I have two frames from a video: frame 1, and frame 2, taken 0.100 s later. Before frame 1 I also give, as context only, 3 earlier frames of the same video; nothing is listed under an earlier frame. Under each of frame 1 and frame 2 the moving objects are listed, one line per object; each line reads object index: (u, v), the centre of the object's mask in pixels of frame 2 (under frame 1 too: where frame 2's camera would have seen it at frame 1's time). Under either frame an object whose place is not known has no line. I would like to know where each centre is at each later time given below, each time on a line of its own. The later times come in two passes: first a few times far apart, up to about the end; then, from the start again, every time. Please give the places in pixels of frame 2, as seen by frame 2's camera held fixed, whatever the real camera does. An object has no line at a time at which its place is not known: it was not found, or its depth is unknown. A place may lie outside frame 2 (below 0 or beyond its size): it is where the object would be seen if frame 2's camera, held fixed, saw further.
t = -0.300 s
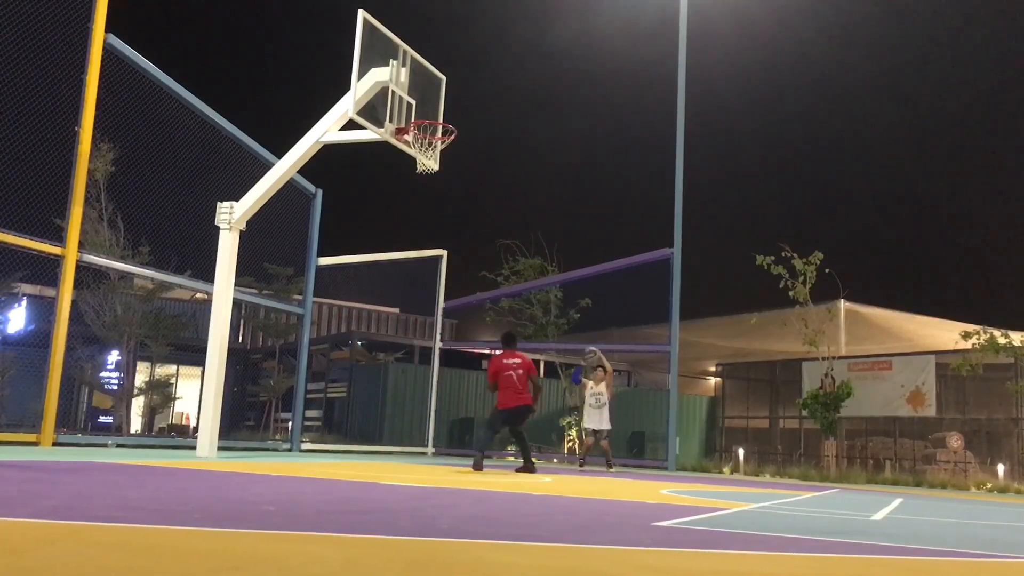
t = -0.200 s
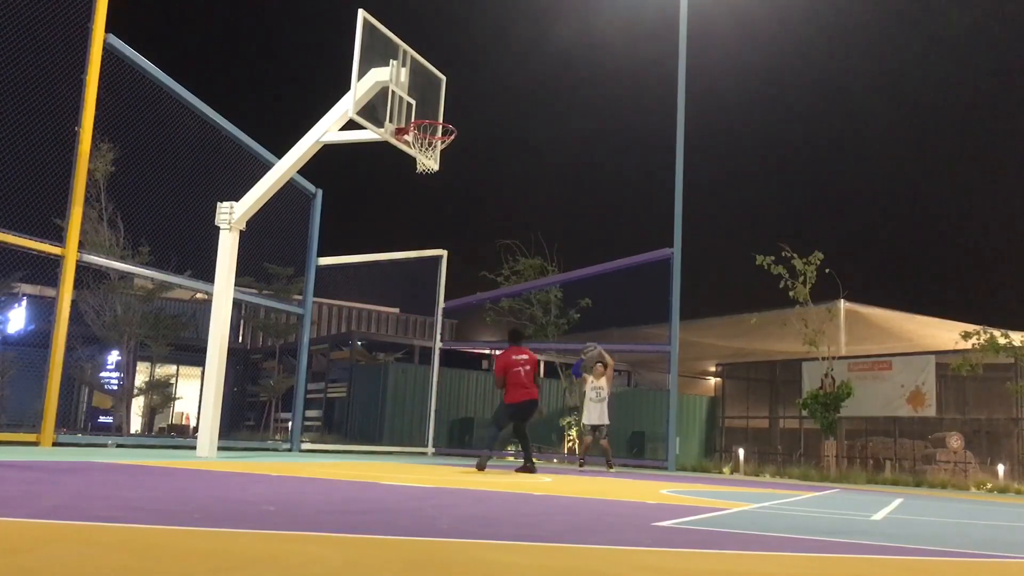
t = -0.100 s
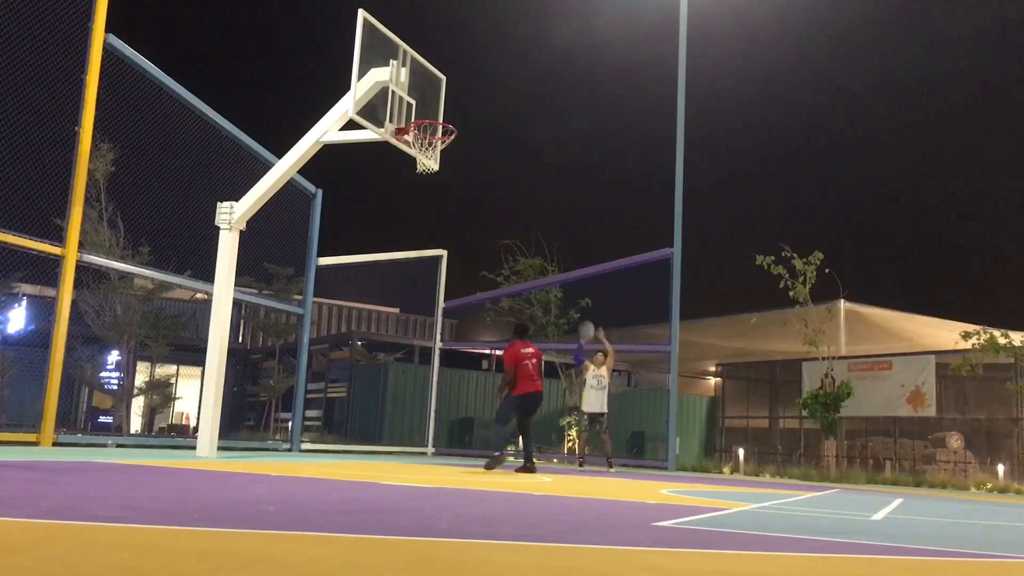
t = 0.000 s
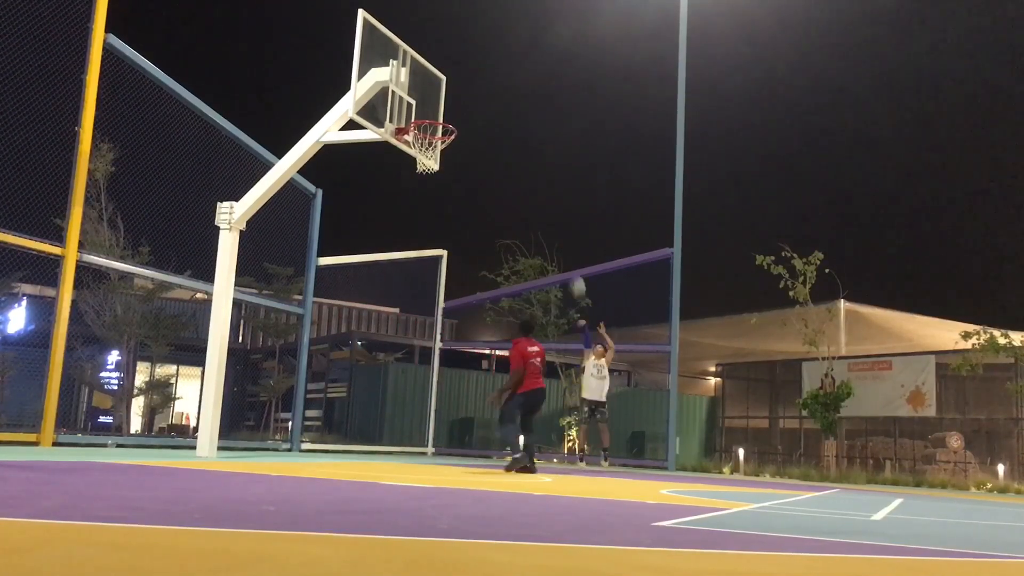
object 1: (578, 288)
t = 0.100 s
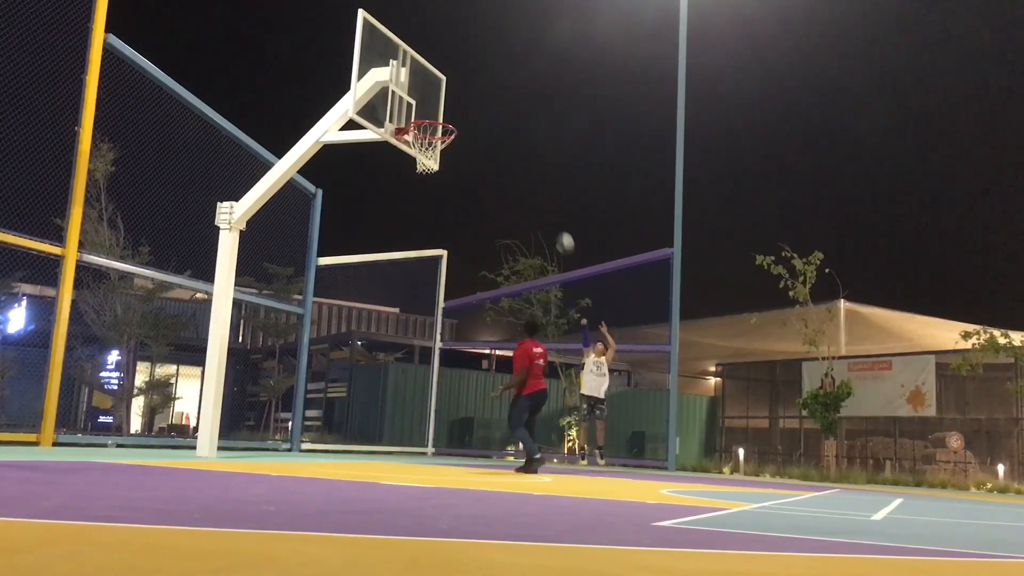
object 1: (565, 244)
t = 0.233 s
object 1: (548, 195)
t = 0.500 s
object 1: (509, 129)
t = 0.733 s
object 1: (468, 110)
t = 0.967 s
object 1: (424, 113)
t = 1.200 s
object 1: (453, 77)
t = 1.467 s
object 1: (486, 87)
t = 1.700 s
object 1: (514, 153)
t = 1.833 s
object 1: (528, 217)
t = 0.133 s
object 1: (561, 230)
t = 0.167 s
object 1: (556, 218)
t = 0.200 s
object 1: (552, 206)
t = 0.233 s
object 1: (548, 195)
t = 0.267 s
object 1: (544, 184)
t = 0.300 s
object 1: (539, 174)
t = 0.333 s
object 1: (534, 165)
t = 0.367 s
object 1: (530, 156)
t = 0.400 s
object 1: (525, 148)
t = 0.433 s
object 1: (520, 142)
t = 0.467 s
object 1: (515, 135)
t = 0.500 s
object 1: (509, 129)
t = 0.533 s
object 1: (504, 124)
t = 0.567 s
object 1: (499, 119)
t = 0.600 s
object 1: (493, 116)
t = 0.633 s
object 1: (487, 113)
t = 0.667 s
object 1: (481, 111)
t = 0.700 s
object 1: (474, 111)
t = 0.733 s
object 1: (468, 110)
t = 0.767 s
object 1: (461, 111)
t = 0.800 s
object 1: (455, 113)
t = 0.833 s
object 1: (448, 116)
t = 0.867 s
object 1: (439, 120)
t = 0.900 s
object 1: (431, 125)
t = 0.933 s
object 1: (428, 115)
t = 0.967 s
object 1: (424, 113)
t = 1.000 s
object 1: (423, 110)
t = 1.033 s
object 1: (427, 103)
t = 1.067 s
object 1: (433, 97)
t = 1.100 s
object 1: (438, 90)
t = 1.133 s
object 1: (443, 85)
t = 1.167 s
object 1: (449, 80)
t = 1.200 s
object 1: (453, 77)
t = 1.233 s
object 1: (457, 75)
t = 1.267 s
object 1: (461, 73)
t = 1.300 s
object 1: (466, 73)
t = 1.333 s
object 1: (470, 73)
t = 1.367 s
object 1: (474, 75)
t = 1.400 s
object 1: (478, 77)
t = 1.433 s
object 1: (482, 82)
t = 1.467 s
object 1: (486, 87)
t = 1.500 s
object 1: (490, 93)
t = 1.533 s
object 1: (494, 99)
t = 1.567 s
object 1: (499, 108)
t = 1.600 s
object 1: (503, 117)
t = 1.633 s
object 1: (506, 128)
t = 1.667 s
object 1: (510, 139)
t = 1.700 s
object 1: (514, 153)
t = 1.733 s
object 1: (517, 167)
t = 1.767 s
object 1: (521, 182)
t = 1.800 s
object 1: (524, 199)
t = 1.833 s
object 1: (528, 217)
